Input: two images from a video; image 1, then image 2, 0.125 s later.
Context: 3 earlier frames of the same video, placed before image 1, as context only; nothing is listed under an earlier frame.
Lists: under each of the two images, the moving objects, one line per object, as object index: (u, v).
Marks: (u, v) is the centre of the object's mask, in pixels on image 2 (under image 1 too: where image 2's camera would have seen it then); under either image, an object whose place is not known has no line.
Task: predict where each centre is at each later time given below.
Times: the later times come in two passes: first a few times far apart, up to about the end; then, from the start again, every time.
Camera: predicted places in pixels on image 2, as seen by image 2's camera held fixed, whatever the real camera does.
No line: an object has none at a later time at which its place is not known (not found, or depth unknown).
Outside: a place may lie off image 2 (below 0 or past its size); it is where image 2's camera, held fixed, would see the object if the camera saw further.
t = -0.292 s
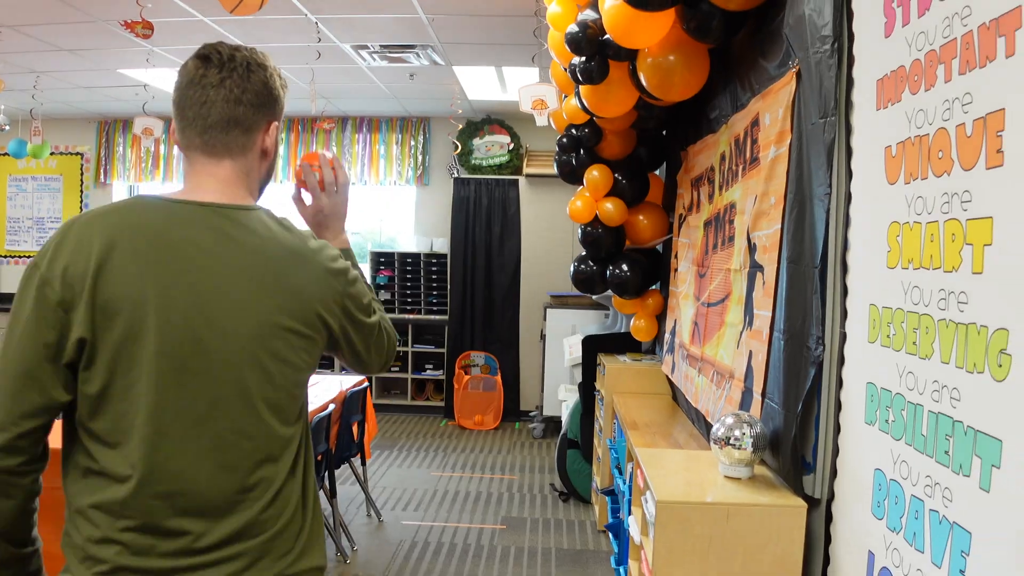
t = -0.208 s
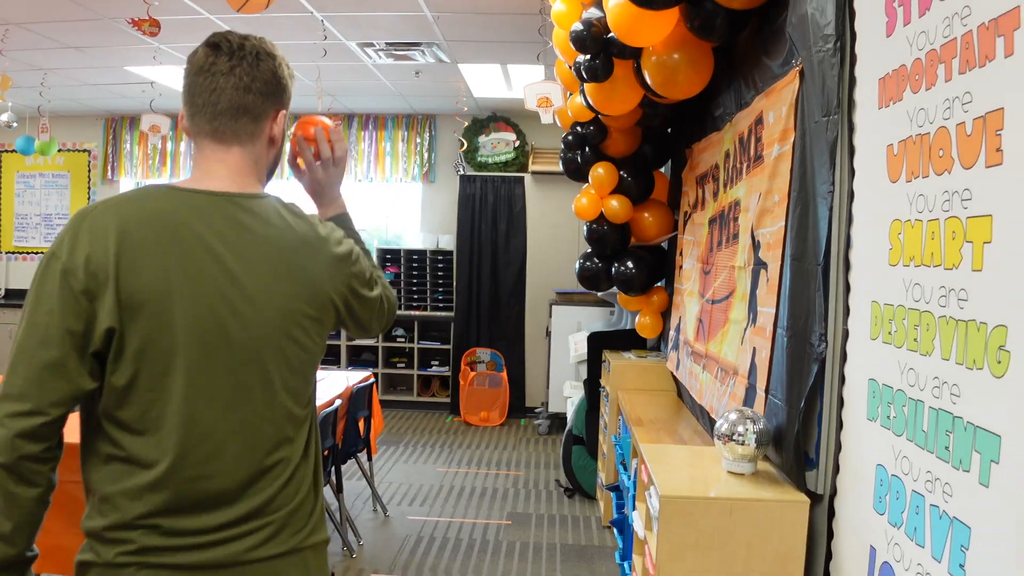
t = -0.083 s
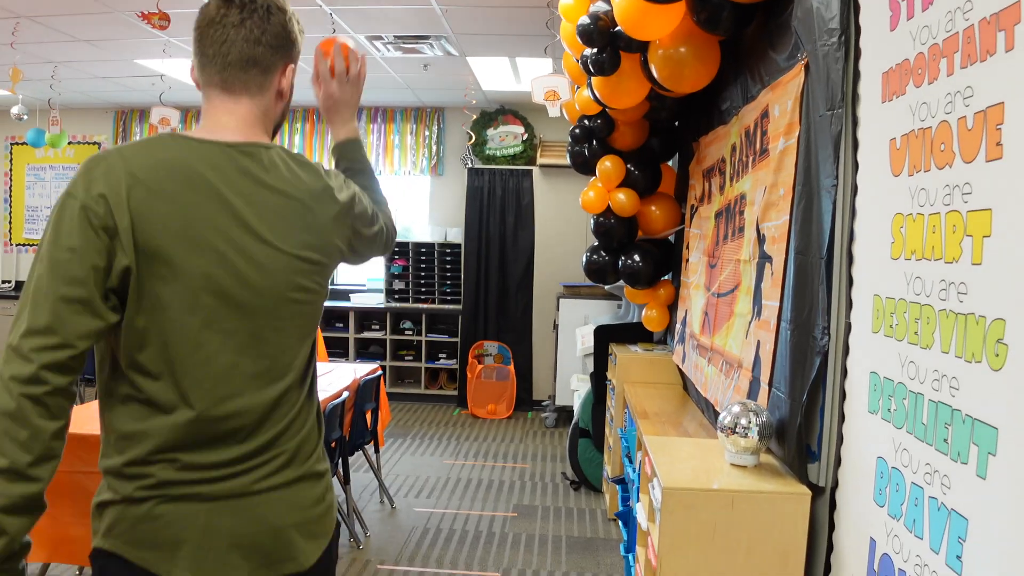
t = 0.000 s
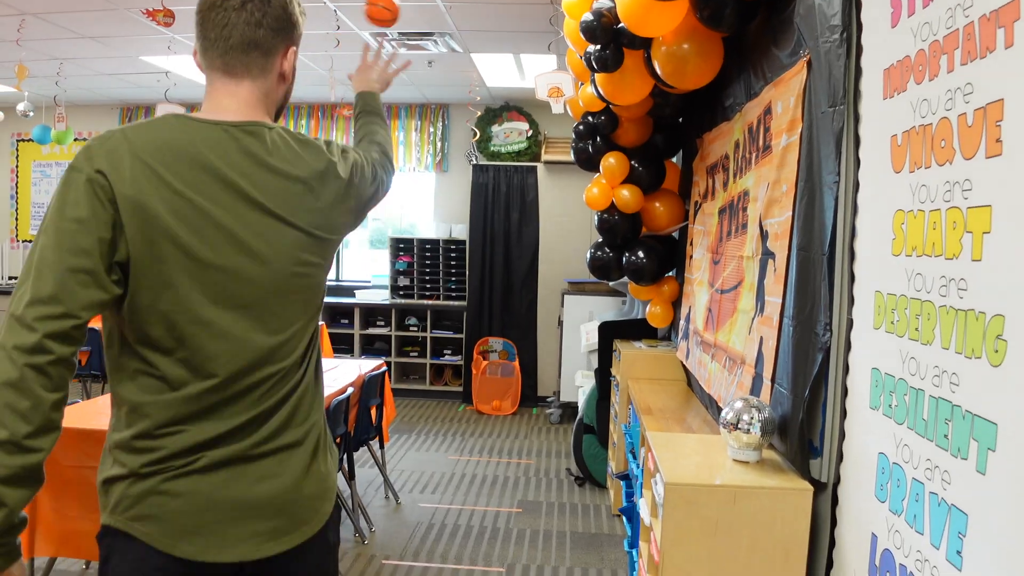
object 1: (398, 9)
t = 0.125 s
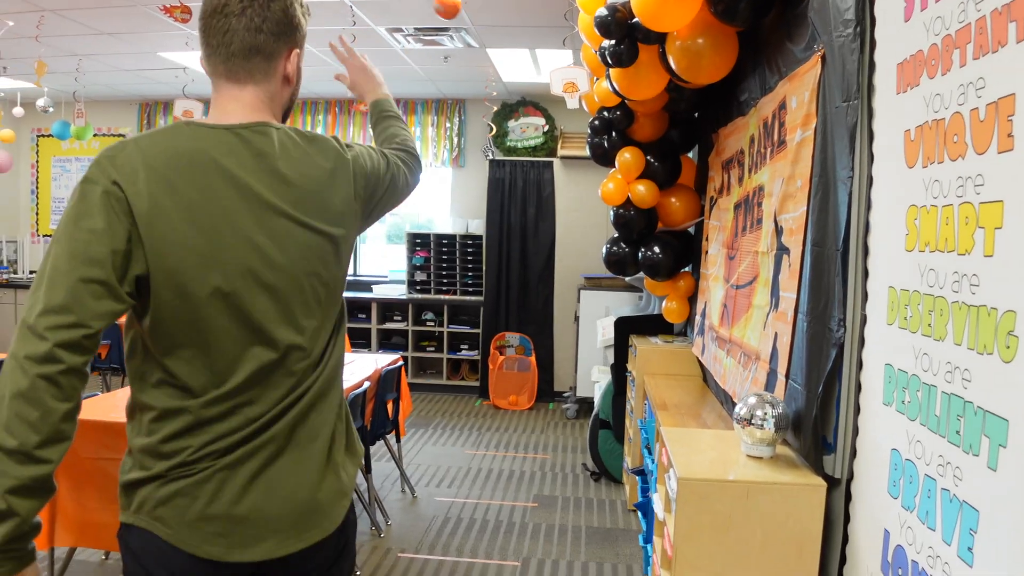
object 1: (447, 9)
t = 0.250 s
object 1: (476, 37)
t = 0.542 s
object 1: (509, 166)
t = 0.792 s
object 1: (525, 303)
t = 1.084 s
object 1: (524, 393)
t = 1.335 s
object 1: (515, 393)
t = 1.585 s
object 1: (504, 437)
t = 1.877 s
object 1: (486, 479)
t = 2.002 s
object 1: (476, 478)
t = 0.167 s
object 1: (458, 13)
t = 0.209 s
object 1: (467, 24)
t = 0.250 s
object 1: (476, 37)
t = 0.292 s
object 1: (482, 53)
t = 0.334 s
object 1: (488, 69)
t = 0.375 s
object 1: (494, 86)
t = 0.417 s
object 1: (498, 105)
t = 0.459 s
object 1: (502, 124)
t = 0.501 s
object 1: (506, 145)
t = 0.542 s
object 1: (509, 166)
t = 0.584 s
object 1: (512, 187)
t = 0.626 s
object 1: (515, 210)
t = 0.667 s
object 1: (518, 232)
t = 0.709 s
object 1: (520, 255)
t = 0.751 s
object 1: (522, 279)
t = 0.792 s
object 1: (525, 303)
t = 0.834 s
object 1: (526, 326)
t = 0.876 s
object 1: (528, 350)
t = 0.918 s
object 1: (529, 370)
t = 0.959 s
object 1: (527, 387)
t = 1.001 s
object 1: (526, 406)
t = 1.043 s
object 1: (525, 400)
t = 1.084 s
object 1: (524, 393)
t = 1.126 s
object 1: (523, 388)
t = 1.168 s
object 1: (521, 384)
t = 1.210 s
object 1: (520, 383)
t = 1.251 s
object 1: (519, 384)
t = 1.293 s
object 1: (517, 387)
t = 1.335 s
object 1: (515, 393)
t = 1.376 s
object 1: (514, 401)
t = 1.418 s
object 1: (512, 411)
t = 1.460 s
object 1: (510, 425)
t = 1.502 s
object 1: (508, 442)
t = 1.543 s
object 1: (506, 441)
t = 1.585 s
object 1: (504, 437)
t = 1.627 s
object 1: (501, 434)
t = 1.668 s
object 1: (499, 435)
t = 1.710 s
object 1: (497, 438)
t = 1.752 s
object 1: (494, 443)
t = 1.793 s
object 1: (491, 452)
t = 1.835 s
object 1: (489, 464)
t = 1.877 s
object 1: (486, 479)
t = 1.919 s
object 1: (483, 479)
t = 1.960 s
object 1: (480, 477)
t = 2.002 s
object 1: (476, 478)
